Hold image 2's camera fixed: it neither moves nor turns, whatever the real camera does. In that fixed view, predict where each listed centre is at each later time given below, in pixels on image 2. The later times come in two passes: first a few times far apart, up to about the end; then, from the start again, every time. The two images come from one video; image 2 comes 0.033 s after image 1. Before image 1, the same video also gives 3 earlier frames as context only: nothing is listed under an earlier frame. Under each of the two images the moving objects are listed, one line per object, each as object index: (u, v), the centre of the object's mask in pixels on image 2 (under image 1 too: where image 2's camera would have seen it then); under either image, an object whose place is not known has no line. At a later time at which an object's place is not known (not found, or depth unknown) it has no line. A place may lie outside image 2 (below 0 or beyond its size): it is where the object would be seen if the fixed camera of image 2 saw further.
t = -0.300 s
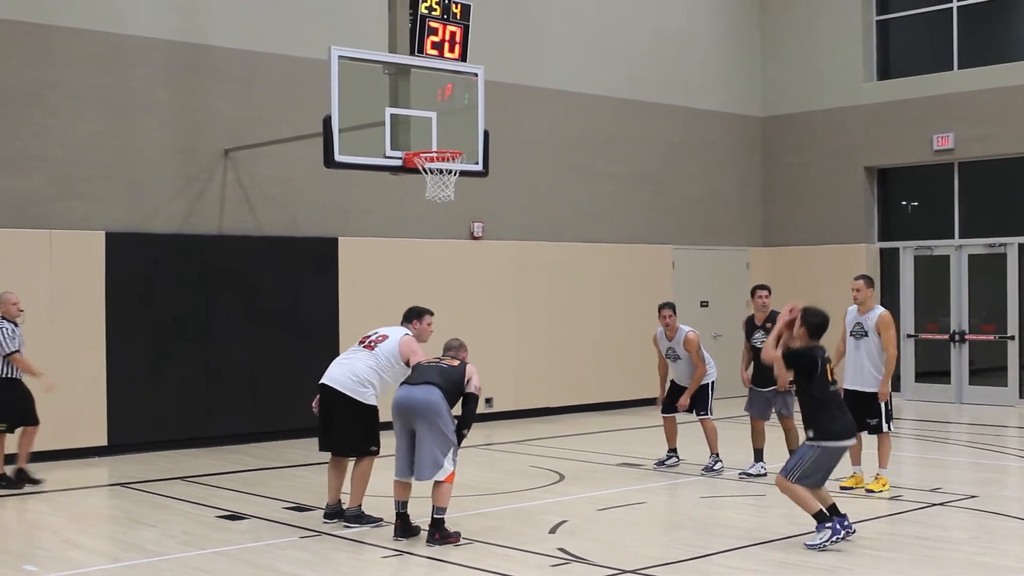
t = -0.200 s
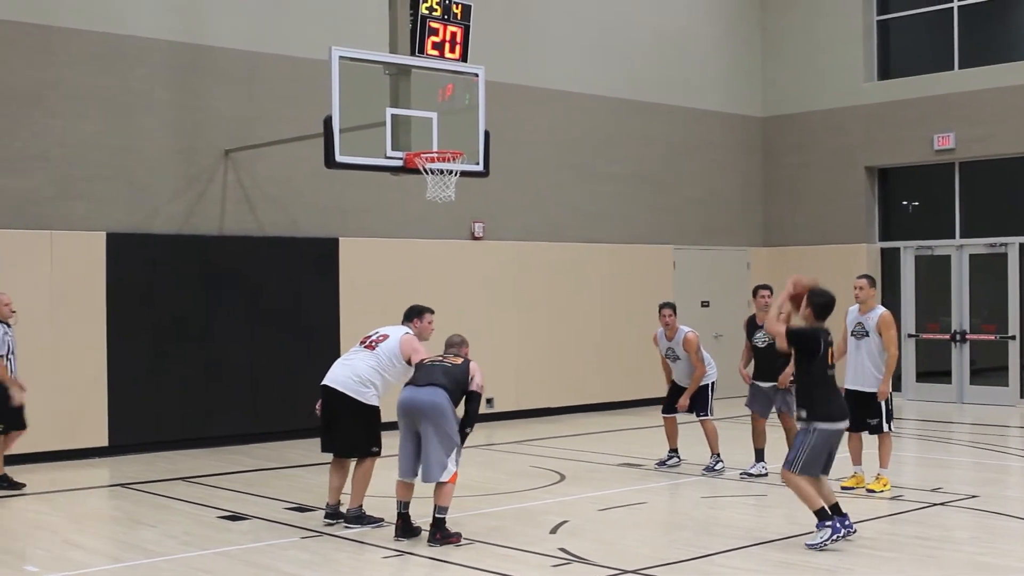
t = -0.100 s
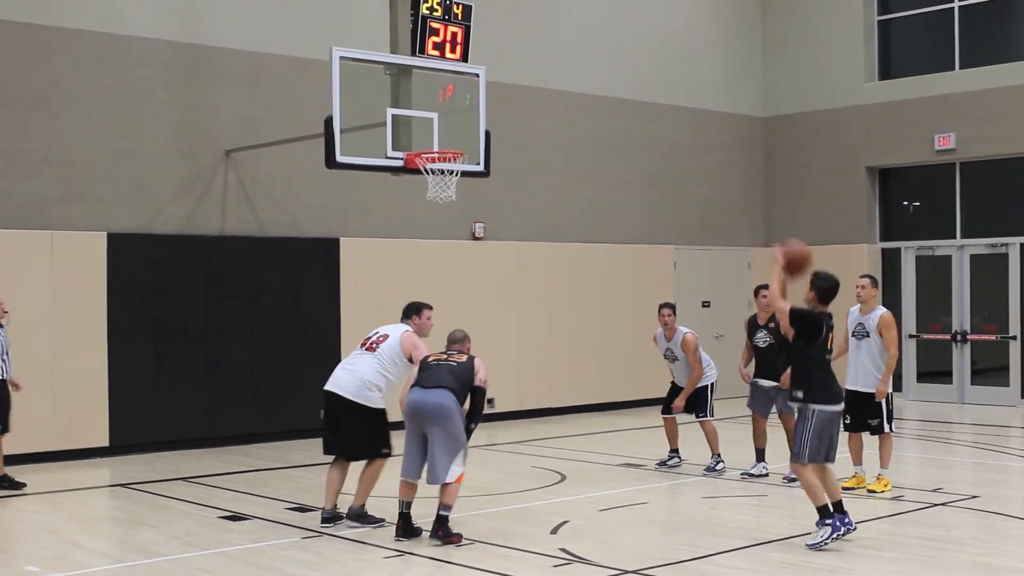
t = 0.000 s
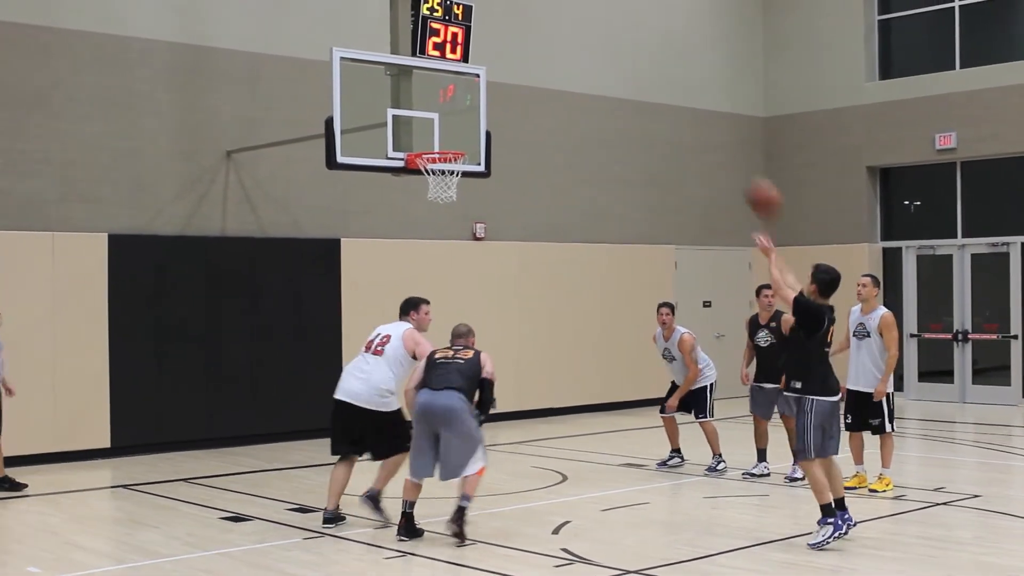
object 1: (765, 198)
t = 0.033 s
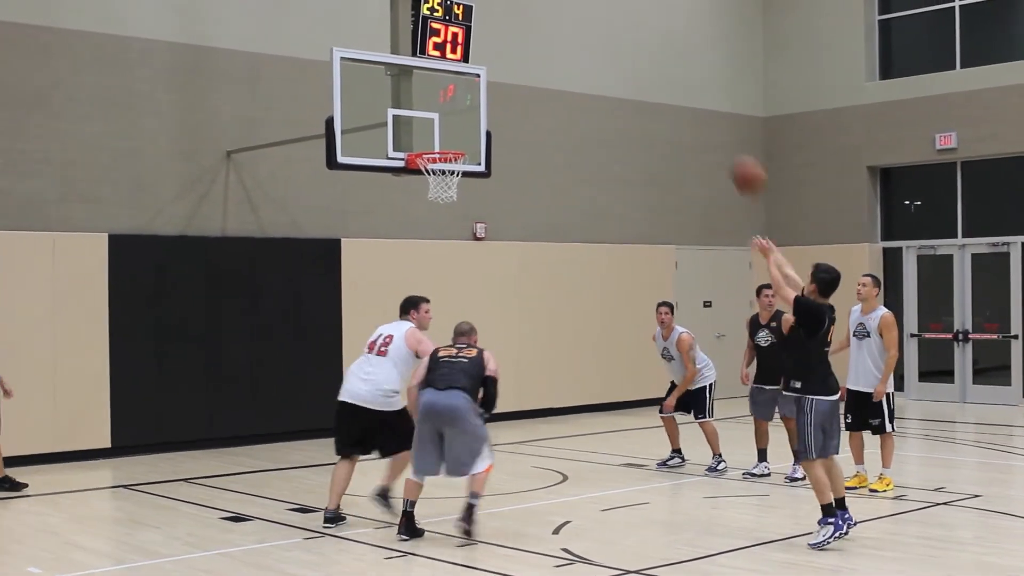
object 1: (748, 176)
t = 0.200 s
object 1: (675, 94)
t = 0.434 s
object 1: (588, 46)
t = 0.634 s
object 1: (523, 56)
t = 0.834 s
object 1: (464, 108)
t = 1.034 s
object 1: (433, 187)
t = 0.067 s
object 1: (732, 155)
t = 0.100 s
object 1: (717, 138)
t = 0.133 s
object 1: (704, 123)
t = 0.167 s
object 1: (690, 109)
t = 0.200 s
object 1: (675, 94)
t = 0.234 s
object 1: (662, 83)
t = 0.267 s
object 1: (649, 74)
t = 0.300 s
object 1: (636, 65)
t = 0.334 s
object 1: (624, 58)
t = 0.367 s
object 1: (612, 52)
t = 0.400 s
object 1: (599, 49)
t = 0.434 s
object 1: (588, 46)
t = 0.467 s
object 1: (576, 45)
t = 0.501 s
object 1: (565, 45)
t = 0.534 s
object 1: (554, 45)
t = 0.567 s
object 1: (543, 48)
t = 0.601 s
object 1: (533, 51)
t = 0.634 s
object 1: (523, 56)
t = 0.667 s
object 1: (512, 62)
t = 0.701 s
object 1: (503, 69)
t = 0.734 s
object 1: (494, 76)
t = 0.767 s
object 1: (484, 85)
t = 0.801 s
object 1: (473, 97)
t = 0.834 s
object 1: (464, 108)
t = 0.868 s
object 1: (456, 119)
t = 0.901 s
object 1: (448, 131)
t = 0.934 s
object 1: (438, 143)
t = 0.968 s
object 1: (427, 161)
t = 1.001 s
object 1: (425, 169)
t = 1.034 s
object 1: (433, 187)
